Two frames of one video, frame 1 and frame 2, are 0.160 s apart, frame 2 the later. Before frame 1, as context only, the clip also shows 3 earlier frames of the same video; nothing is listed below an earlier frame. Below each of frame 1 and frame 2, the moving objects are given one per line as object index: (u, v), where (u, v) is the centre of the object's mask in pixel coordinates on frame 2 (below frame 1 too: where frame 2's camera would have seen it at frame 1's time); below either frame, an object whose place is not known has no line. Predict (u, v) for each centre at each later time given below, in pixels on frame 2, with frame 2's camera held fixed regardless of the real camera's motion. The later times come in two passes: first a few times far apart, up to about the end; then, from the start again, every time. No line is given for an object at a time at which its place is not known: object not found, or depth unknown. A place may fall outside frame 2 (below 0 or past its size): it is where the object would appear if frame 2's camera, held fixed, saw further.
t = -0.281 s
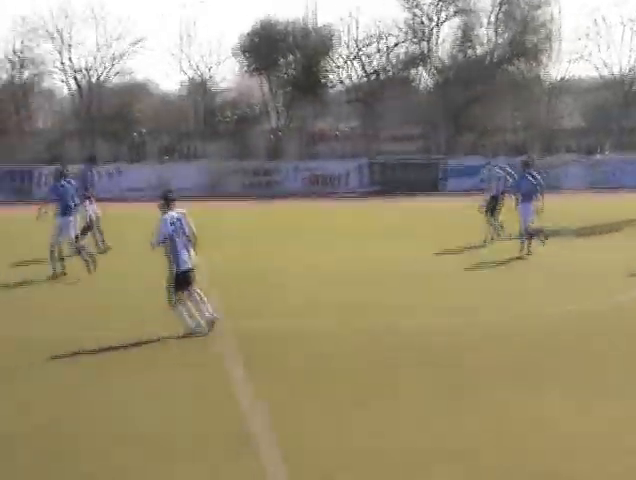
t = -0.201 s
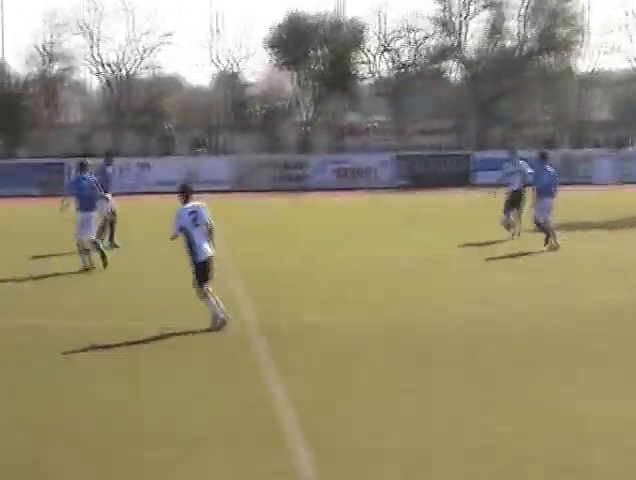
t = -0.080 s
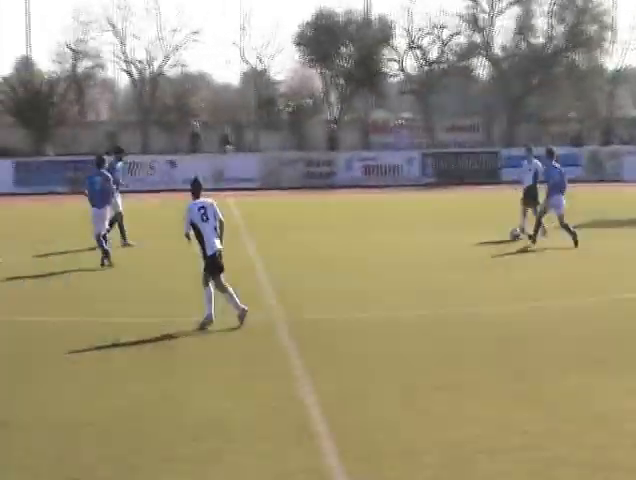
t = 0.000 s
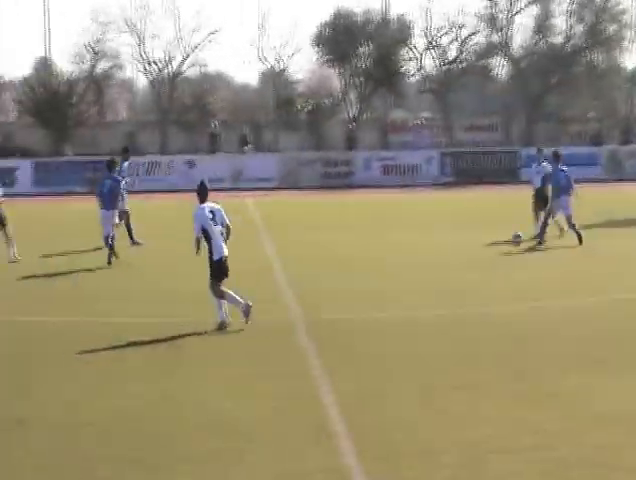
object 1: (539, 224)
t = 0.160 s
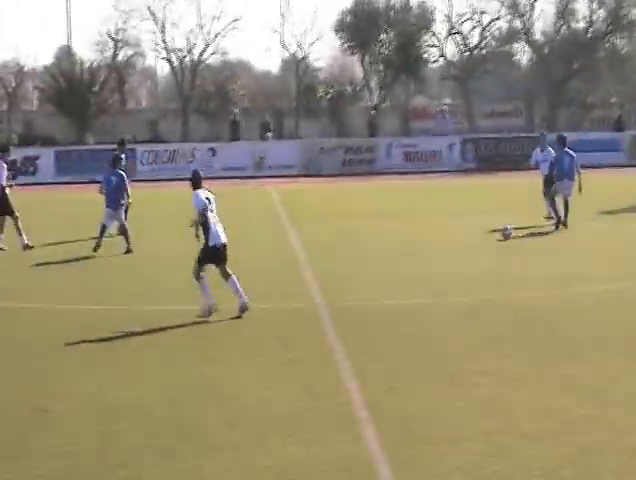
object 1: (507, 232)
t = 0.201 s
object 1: (497, 234)
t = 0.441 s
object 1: (445, 247)
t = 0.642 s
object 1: (405, 258)
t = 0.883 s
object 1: (356, 271)
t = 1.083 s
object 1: (316, 282)
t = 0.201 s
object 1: (497, 234)
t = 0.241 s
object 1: (488, 236)
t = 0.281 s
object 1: (480, 238)
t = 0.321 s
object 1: (472, 240)
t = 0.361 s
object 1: (463, 243)
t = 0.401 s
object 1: (454, 244)
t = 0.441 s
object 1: (445, 247)
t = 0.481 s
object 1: (438, 250)
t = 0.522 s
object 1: (430, 251)
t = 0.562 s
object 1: (420, 254)
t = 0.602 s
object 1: (412, 257)
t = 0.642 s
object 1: (405, 258)
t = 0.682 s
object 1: (396, 261)
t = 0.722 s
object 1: (388, 263)
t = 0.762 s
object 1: (380, 265)
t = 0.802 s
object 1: (372, 268)
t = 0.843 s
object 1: (365, 268)
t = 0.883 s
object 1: (356, 271)
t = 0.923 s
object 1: (347, 275)
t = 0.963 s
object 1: (340, 276)
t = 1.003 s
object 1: (332, 278)
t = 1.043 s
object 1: (323, 280)
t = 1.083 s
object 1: (316, 282)
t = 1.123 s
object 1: (308, 284)
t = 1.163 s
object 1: (300, 286)
